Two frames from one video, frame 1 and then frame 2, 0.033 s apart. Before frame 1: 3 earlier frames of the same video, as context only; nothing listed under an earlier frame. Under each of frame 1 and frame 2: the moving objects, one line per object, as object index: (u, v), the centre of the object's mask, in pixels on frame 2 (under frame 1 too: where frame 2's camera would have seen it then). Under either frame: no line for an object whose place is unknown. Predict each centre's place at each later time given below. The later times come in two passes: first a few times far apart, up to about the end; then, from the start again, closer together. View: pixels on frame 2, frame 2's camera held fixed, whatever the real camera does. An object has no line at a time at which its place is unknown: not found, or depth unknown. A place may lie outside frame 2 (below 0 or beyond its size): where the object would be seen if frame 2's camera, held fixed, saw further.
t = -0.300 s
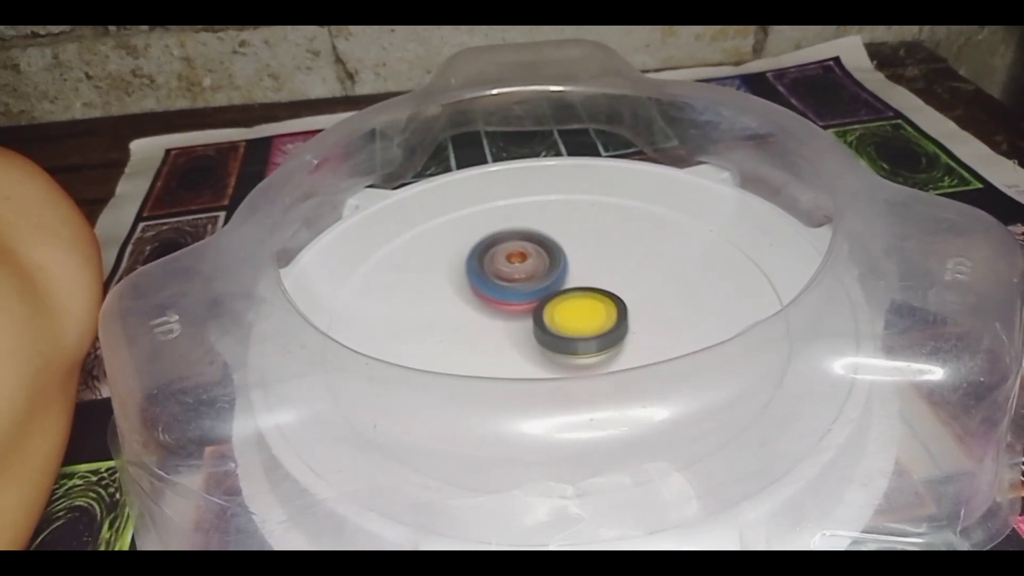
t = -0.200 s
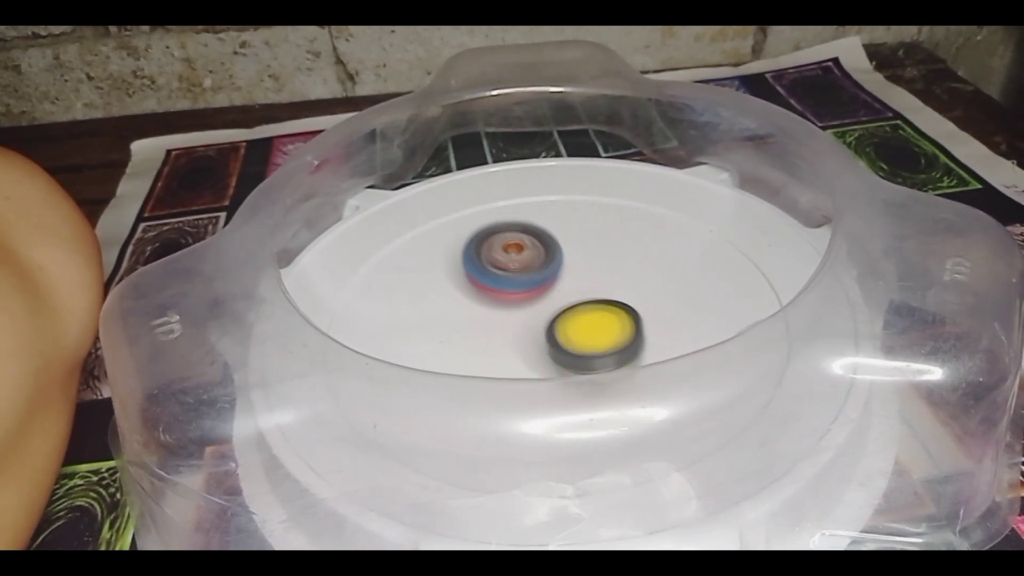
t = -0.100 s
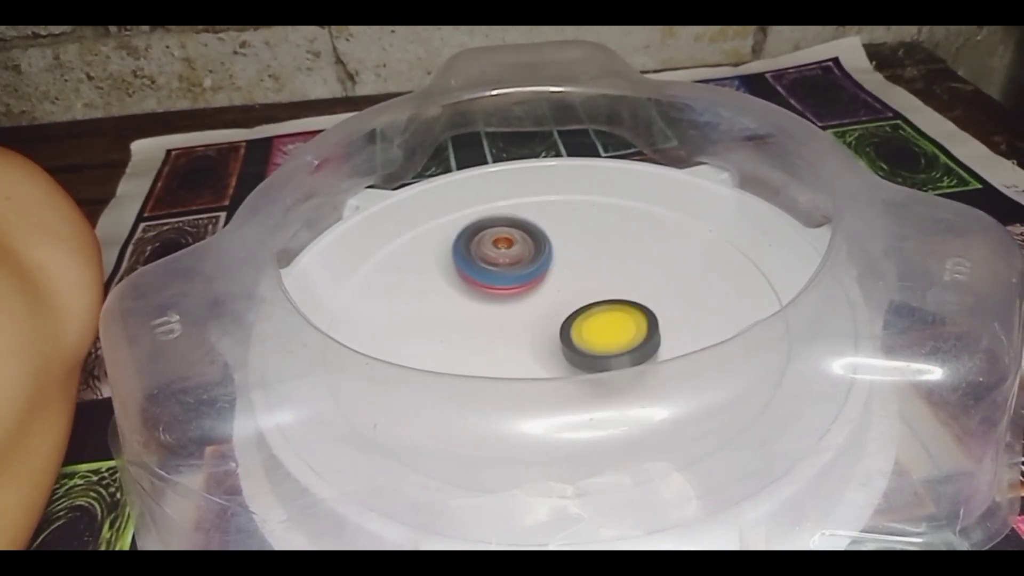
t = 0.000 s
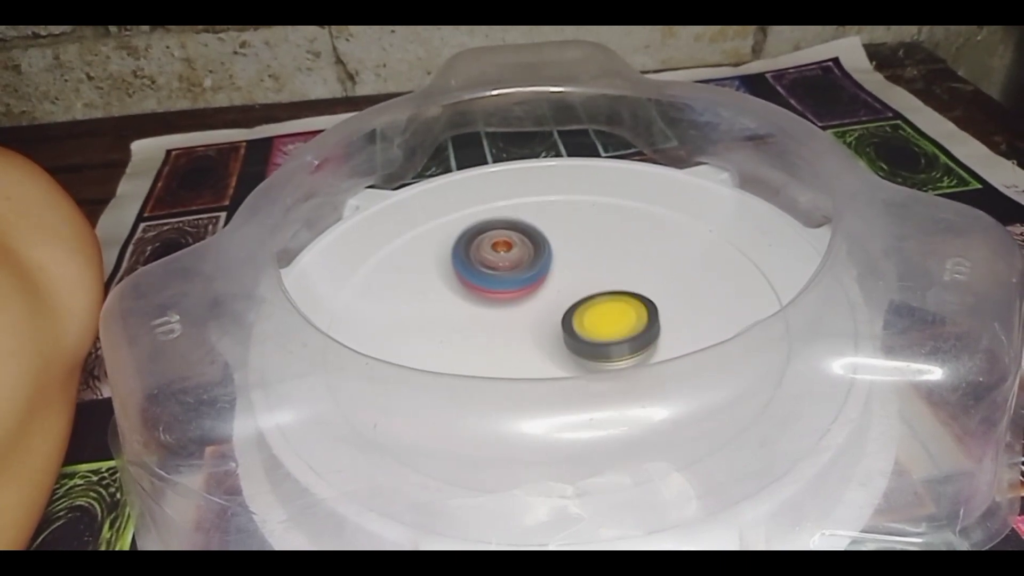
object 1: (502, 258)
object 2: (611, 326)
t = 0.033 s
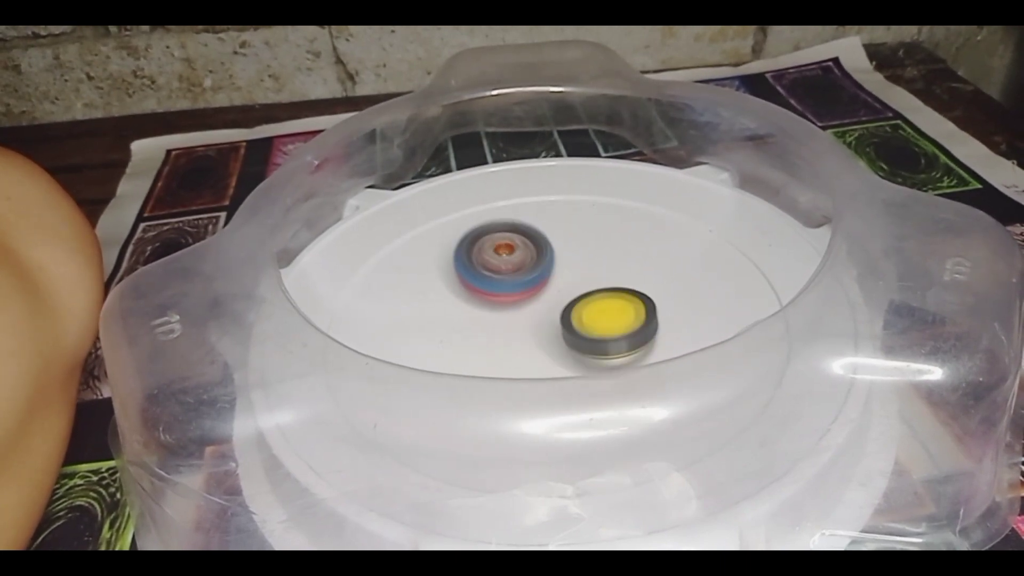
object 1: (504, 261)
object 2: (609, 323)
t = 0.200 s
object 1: (528, 270)
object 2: (594, 317)
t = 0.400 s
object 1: (538, 257)
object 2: (603, 338)
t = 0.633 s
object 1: (549, 263)
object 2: (592, 325)
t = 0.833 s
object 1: (548, 240)
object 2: (587, 353)
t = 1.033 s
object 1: (540, 244)
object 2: (590, 350)
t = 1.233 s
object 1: (553, 273)
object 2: (575, 338)
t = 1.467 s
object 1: (586, 271)
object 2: (537, 354)
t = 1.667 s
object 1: (595, 273)
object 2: (530, 343)
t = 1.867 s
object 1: (596, 283)
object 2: (508, 332)
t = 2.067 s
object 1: (595, 293)
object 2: (497, 323)
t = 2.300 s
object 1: (594, 304)
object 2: (488, 310)
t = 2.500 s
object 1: (602, 308)
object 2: (487, 299)
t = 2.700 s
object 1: (599, 311)
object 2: (498, 289)
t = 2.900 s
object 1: (593, 313)
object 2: (504, 278)
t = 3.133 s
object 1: (609, 320)
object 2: (501, 267)
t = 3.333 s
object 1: (597, 320)
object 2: (523, 270)
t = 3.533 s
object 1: (583, 322)
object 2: (533, 260)
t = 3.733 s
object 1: (575, 337)
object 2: (538, 250)
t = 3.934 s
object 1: (564, 337)
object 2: (544, 262)
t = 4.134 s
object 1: (542, 347)
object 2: (569, 245)
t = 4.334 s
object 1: (528, 347)
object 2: (567, 252)
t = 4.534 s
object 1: (521, 333)
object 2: (573, 270)
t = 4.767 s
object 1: (501, 312)
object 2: (600, 269)
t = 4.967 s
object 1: (497, 293)
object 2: (605, 284)
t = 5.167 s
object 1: (511, 279)
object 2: (605, 296)
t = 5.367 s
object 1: (524, 272)
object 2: (608, 313)
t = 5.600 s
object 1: (542, 258)
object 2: (613, 341)
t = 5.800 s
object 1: (551, 255)
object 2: (604, 339)
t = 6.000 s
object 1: (561, 270)
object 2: (580, 334)
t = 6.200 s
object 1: (565, 271)
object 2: (551, 349)
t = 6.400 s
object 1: (567, 276)
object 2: (530, 341)
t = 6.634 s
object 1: (575, 270)
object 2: (506, 337)
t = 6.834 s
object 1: (579, 268)
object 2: (506, 327)
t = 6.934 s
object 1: (579, 274)
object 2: (507, 321)
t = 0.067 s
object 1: (507, 264)
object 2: (606, 319)
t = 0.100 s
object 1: (512, 267)
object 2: (602, 317)
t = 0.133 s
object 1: (518, 270)
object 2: (598, 315)
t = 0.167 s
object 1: (524, 271)
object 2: (594, 314)
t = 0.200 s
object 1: (528, 270)
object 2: (594, 317)
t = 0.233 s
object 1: (532, 270)
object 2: (593, 319)
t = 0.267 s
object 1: (536, 268)
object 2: (596, 328)
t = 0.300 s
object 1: (536, 264)
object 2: (600, 335)
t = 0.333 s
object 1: (536, 260)
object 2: (601, 338)
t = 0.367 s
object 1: (537, 258)
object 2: (602, 339)
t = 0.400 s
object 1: (538, 257)
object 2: (603, 338)
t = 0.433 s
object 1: (539, 257)
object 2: (603, 338)
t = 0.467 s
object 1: (540, 257)
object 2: (602, 336)
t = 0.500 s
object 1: (541, 257)
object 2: (600, 333)
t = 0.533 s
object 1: (542, 258)
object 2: (599, 331)
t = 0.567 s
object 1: (544, 259)
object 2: (598, 329)
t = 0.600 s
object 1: (546, 261)
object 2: (595, 328)
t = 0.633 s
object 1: (549, 263)
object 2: (592, 325)
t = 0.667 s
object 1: (552, 264)
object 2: (588, 324)
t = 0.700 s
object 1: (556, 264)
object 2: (586, 327)
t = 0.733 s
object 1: (556, 253)
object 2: (586, 342)
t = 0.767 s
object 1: (553, 247)
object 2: (585, 349)
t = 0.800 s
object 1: (550, 242)
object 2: (586, 351)
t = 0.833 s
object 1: (548, 240)
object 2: (587, 353)
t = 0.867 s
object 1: (545, 237)
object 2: (589, 354)
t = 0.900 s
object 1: (544, 237)
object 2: (591, 354)
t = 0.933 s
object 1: (543, 237)
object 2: (592, 353)
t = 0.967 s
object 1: (543, 238)
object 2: (592, 352)
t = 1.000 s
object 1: (541, 240)
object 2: (591, 351)
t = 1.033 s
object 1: (540, 244)
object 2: (590, 350)
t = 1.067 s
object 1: (541, 248)
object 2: (589, 348)
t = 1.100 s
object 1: (542, 252)
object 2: (587, 346)
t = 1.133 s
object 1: (544, 257)
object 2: (585, 344)
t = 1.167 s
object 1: (545, 262)
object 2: (583, 342)
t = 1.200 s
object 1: (548, 269)
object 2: (579, 340)
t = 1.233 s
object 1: (553, 273)
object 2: (575, 338)
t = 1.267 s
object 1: (559, 276)
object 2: (570, 340)
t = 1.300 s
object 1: (565, 279)
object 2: (564, 343)
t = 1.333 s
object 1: (572, 277)
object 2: (554, 350)
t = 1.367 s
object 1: (576, 275)
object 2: (547, 354)
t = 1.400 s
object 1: (580, 273)
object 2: (542, 355)
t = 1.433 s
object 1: (584, 271)
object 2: (539, 355)
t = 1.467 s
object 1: (586, 271)
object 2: (537, 354)
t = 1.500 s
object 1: (589, 270)
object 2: (535, 353)
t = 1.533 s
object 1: (591, 269)
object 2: (534, 352)
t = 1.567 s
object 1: (593, 269)
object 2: (533, 350)
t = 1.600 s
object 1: (594, 270)
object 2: (533, 348)
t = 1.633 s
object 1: (595, 271)
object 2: (532, 345)
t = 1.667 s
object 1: (595, 273)
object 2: (530, 343)
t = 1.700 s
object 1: (595, 275)
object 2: (529, 340)
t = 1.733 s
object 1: (595, 276)
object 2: (528, 337)
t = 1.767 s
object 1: (594, 279)
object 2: (526, 334)
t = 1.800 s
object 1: (594, 281)
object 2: (524, 331)
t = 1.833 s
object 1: (595, 283)
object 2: (517, 331)
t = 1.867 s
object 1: (596, 283)
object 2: (508, 332)
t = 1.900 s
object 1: (596, 284)
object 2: (503, 332)
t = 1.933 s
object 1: (596, 286)
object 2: (500, 331)
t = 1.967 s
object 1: (596, 288)
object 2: (497, 330)
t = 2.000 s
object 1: (596, 289)
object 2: (496, 328)
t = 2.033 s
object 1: (595, 291)
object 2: (496, 325)
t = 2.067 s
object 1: (595, 293)
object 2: (497, 323)
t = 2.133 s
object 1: (594, 296)
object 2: (497, 321)
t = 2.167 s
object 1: (594, 298)
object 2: (493, 319)
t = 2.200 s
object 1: (594, 299)
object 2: (490, 317)
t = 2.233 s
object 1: (593, 300)
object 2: (489, 315)
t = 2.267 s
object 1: (593, 302)
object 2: (489, 313)
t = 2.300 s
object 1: (594, 304)
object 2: (488, 310)
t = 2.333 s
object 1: (597, 305)
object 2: (483, 308)
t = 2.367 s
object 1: (599, 305)
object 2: (481, 305)
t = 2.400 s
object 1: (601, 306)
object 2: (481, 303)
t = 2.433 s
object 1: (602, 307)
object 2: (482, 302)
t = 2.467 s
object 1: (602, 307)
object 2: (484, 301)
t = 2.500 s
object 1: (602, 308)
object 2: (487, 299)
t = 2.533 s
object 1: (602, 308)
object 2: (491, 298)
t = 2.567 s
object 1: (601, 309)
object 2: (494, 297)
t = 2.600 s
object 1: (600, 309)
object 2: (497, 295)
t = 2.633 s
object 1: (600, 310)
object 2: (497, 293)
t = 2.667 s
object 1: (600, 310)
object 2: (497, 291)
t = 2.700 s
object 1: (599, 311)
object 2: (498, 289)
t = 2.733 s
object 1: (597, 311)
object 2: (500, 287)
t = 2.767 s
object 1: (597, 312)
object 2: (501, 284)
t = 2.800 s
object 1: (596, 312)
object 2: (500, 282)
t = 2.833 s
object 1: (595, 312)
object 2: (500, 280)
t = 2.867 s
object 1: (594, 312)
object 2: (502, 279)
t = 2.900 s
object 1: (593, 313)
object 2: (504, 278)
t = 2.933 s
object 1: (598, 315)
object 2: (501, 272)
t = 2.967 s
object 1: (603, 316)
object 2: (497, 268)
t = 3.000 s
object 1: (606, 317)
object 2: (495, 266)
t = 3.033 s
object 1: (607, 318)
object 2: (496, 265)
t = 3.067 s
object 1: (608, 320)
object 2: (497, 265)
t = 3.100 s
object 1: (609, 320)
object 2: (499, 265)
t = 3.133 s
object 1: (609, 320)
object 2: (501, 267)
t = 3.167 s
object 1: (608, 320)
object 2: (504, 268)
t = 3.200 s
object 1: (607, 321)
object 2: (508, 269)
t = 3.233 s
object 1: (605, 320)
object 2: (511, 270)
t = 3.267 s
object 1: (602, 320)
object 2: (515, 271)
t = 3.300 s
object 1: (599, 320)
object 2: (519, 271)
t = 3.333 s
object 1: (597, 320)
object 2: (523, 270)
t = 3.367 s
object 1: (595, 321)
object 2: (524, 268)
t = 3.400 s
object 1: (593, 321)
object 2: (525, 266)
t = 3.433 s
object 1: (590, 320)
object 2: (528, 264)
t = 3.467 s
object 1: (587, 322)
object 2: (529, 262)
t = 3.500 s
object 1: (586, 322)
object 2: (531, 261)
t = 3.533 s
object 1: (583, 322)
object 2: (533, 260)
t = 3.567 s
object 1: (581, 324)
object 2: (536, 259)
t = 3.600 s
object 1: (581, 330)
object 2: (536, 253)
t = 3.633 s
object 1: (580, 332)
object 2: (536, 250)
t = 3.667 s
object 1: (579, 334)
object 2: (537, 249)
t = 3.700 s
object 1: (577, 336)
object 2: (538, 249)
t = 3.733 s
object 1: (575, 337)
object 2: (538, 250)
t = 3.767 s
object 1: (573, 338)
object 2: (538, 252)
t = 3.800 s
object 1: (572, 338)
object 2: (538, 254)
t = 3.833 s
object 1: (570, 338)
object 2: (539, 256)
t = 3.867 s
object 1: (568, 338)
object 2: (540, 258)
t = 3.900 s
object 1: (566, 338)
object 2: (542, 260)
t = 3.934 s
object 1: (564, 337)
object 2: (544, 262)
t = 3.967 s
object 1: (561, 336)
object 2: (547, 264)
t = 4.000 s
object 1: (558, 335)
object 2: (551, 264)
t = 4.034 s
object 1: (552, 339)
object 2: (558, 260)
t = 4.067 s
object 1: (548, 344)
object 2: (563, 251)
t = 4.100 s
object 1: (546, 345)
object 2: (566, 247)
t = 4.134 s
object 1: (542, 347)
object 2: (569, 245)
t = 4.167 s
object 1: (539, 348)
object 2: (570, 245)
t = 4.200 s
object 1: (536, 349)
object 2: (570, 245)
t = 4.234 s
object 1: (534, 349)
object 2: (569, 247)
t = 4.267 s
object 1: (532, 349)
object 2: (568, 248)
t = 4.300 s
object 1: (529, 348)
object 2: (568, 250)
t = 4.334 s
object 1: (528, 347)
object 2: (567, 252)
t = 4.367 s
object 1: (526, 346)
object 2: (567, 255)
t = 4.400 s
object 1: (526, 344)
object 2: (567, 258)
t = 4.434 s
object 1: (524, 343)
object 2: (568, 261)
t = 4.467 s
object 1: (524, 339)
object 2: (569, 264)
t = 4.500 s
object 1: (523, 336)
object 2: (570, 268)
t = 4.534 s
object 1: (521, 333)
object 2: (573, 270)
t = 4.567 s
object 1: (517, 331)
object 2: (579, 268)
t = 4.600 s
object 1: (514, 328)
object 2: (588, 265)
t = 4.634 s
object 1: (510, 325)
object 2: (594, 264)
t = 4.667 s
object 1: (507, 321)
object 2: (597, 264)
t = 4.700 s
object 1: (505, 318)
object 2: (600, 265)
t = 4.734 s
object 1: (502, 315)
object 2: (601, 267)
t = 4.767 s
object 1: (501, 312)
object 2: (600, 269)
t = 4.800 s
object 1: (500, 308)
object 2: (600, 272)
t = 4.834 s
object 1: (500, 305)
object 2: (599, 274)
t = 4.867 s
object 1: (500, 301)
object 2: (598, 277)
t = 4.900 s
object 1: (499, 298)
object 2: (601, 279)
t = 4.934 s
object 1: (497, 296)
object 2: (604, 282)
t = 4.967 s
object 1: (497, 293)
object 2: (605, 284)
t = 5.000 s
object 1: (498, 290)
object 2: (606, 286)
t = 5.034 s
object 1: (499, 287)
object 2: (606, 288)
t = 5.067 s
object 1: (501, 285)
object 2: (606, 290)
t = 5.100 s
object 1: (504, 283)
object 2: (606, 292)
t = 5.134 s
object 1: (507, 280)
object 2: (605, 294)
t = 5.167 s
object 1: (511, 279)
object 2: (605, 296)
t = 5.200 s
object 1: (514, 276)
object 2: (607, 300)
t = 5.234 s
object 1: (515, 274)
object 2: (609, 302)
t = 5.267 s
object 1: (516, 273)
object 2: (611, 306)
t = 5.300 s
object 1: (519, 272)
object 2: (610, 308)
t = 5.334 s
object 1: (521, 272)
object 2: (609, 310)
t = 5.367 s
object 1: (524, 272)
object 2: (608, 313)
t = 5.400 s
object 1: (527, 271)
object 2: (606, 314)
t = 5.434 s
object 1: (531, 272)
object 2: (605, 316)
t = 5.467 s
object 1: (535, 272)
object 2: (603, 317)
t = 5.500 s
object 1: (540, 270)
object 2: (606, 326)
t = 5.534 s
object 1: (540, 265)
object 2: (611, 335)
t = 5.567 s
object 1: (541, 262)
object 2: (612, 339)
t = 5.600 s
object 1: (542, 258)
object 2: (613, 341)
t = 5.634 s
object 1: (544, 256)
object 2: (613, 342)
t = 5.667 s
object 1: (545, 253)
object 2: (612, 343)
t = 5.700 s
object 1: (547, 253)
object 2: (611, 342)
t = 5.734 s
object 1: (549, 253)
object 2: (609, 342)
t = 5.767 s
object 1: (549, 253)
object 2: (607, 341)
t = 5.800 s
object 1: (551, 255)
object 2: (604, 339)
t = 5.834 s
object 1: (552, 256)
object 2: (600, 338)
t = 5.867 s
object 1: (554, 258)
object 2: (596, 336)
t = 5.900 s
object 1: (556, 261)
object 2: (592, 335)
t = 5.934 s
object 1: (557, 265)
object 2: (588, 334)
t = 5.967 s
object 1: (559, 268)
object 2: (584, 334)
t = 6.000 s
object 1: (561, 270)
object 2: (580, 334)
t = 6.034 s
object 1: (563, 271)
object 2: (574, 340)
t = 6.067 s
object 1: (564, 270)
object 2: (568, 347)
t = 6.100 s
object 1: (564, 270)
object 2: (562, 349)
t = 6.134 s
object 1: (564, 270)
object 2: (557, 350)
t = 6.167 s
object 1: (565, 270)
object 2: (553, 349)
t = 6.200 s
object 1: (565, 271)
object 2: (551, 349)
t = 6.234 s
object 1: (565, 272)
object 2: (548, 347)
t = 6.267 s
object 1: (565, 274)
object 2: (545, 345)
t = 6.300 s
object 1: (565, 275)
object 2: (543, 342)
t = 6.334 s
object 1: (565, 276)
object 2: (541, 340)
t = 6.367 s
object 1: (567, 276)
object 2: (534, 341)
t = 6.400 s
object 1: (567, 276)
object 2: (530, 341)
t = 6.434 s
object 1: (567, 276)
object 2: (527, 340)
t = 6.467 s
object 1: (568, 276)
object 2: (524, 338)
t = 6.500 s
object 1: (568, 276)
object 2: (523, 336)
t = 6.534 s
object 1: (568, 276)
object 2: (523, 334)
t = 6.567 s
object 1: (571, 273)
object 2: (516, 335)
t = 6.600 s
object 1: (574, 272)
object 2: (510, 336)
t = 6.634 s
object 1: (575, 270)
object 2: (506, 337)
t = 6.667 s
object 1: (577, 269)
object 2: (504, 336)
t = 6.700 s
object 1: (578, 268)
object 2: (503, 334)
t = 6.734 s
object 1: (579, 267)
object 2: (504, 332)
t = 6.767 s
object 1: (579, 267)
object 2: (505, 330)
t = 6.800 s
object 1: (579, 268)
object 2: (505, 329)
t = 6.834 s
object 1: (579, 268)
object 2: (506, 327)
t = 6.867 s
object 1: (579, 269)
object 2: (507, 326)
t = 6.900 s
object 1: (579, 271)
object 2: (508, 323)
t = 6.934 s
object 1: (579, 274)
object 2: (507, 321)
